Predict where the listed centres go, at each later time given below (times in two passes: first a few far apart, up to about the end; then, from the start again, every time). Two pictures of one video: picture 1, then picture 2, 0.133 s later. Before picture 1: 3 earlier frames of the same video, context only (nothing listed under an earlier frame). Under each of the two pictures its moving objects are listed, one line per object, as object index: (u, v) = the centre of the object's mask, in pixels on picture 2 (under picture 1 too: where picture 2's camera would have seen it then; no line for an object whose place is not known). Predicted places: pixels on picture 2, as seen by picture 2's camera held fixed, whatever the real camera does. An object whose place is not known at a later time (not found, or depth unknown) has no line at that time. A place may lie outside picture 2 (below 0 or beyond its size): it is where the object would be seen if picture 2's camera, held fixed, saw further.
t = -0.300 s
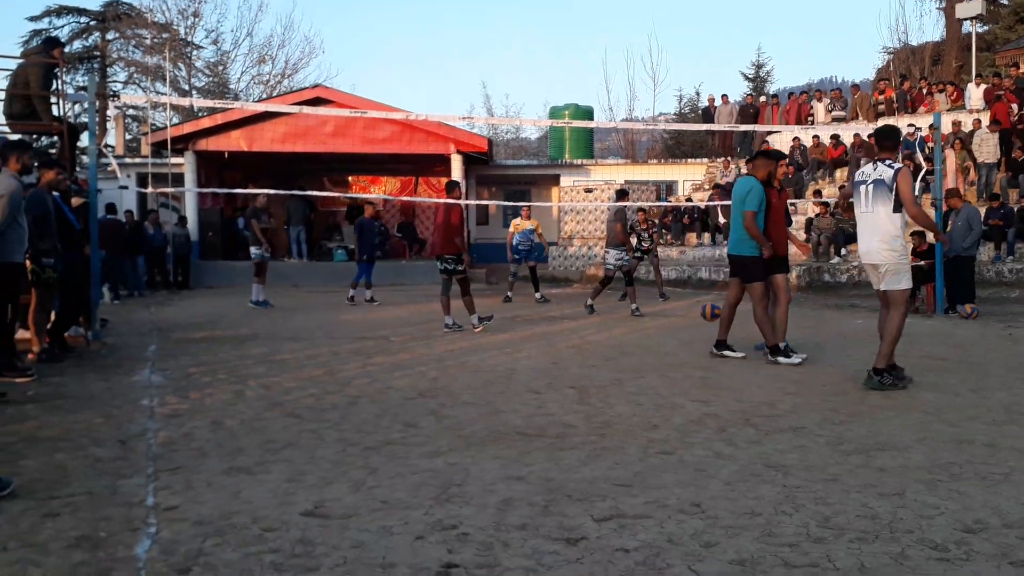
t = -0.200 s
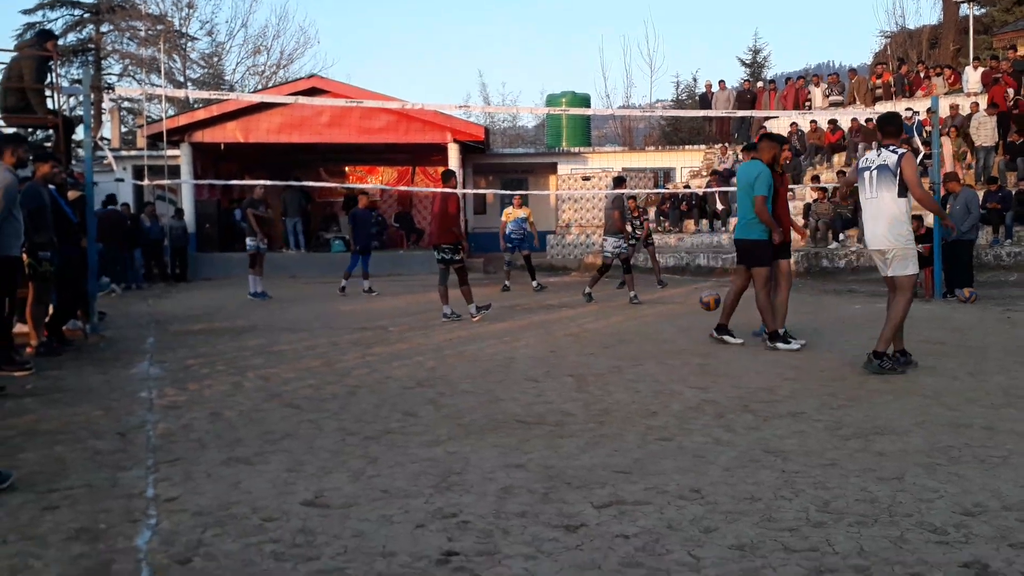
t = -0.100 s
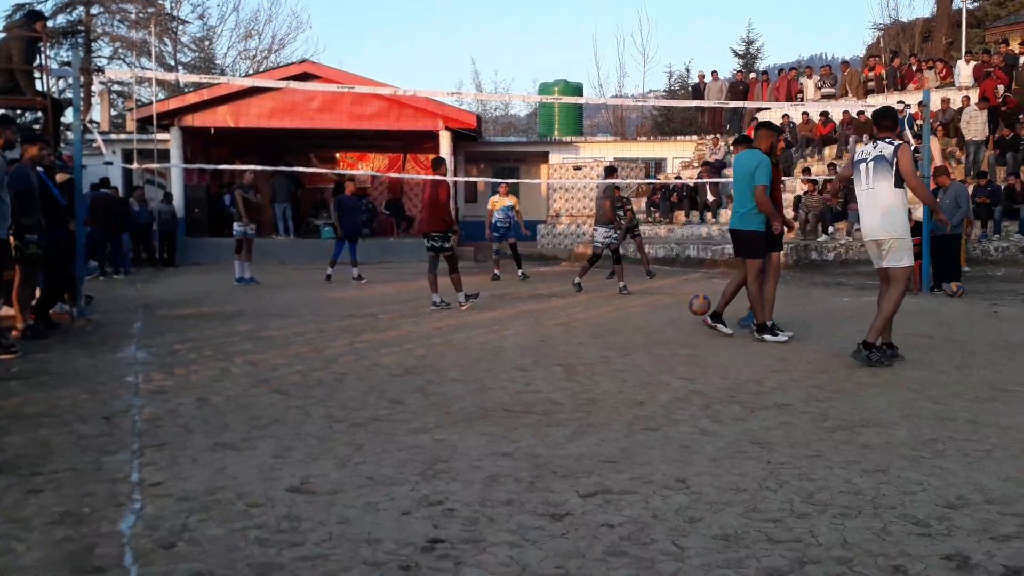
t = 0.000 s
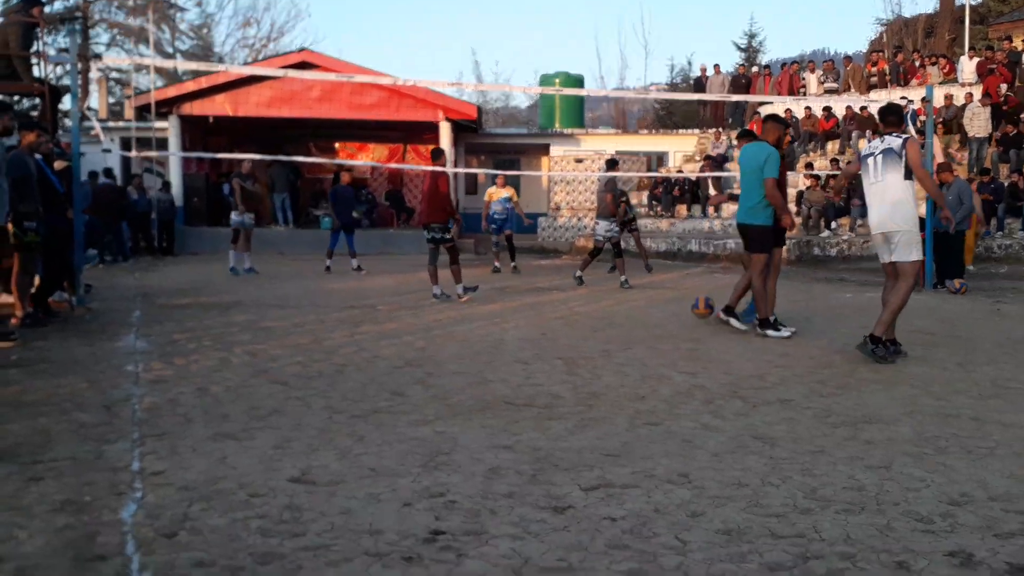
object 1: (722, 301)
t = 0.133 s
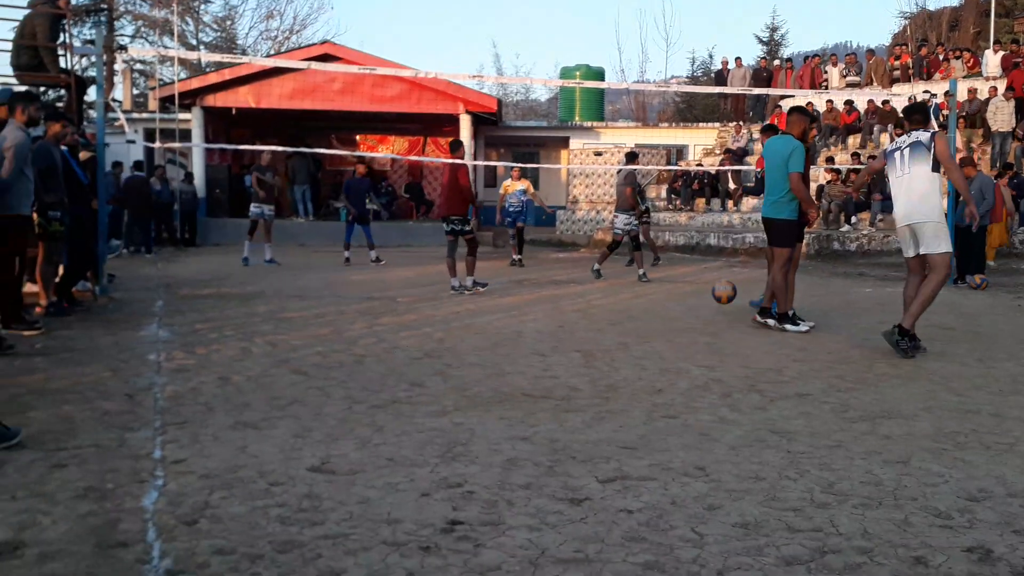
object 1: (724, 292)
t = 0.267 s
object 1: (727, 304)
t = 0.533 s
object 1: (731, 315)
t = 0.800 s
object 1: (736, 334)
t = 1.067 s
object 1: (743, 380)
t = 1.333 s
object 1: (750, 413)
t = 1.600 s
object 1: (760, 473)
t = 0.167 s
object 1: (726, 293)
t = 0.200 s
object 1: (725, 295)
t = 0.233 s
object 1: (726, 299)
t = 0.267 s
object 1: (727, 304)
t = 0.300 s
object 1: (727, 311)
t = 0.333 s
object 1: (728, 320)
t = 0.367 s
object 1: (728, 324)
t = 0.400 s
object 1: (729, 319)
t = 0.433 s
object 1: (729, 317)
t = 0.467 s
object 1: (730, 315)
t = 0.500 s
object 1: (730, 315)
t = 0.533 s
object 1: (731, 315)
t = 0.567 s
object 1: (732, 318)
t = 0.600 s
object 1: (732, 323)
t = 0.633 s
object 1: (732, 330)
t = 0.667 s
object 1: (733, 339)
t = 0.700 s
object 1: (733, 347)
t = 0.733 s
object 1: (734, 341)
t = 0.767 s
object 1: (735, 337)
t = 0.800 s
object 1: (736, 334)
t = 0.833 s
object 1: (737, 333)
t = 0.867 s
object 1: (738, 334)
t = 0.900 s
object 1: (740, 337)
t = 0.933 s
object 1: (740, 342)
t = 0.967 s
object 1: (741, 348)
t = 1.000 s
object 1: (741, 359)
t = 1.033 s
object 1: (743, 372)
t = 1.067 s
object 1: (743, 380)
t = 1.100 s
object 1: (744, 377)
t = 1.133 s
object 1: (745, 377)
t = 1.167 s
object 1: (745, 380)
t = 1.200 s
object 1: (747, 385)
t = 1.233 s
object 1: (747, 392)
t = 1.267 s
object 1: (748, 402)
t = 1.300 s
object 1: (749, 415)
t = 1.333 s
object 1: (750, 413)
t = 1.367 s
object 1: (751, 414)
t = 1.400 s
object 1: (752, 416)
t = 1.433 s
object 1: (754, 422)
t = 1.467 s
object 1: (755, 431)
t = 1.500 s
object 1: (756, 445)
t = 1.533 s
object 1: (757, 461)
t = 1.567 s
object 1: (759, 466)
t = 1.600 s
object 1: (760, 473)
